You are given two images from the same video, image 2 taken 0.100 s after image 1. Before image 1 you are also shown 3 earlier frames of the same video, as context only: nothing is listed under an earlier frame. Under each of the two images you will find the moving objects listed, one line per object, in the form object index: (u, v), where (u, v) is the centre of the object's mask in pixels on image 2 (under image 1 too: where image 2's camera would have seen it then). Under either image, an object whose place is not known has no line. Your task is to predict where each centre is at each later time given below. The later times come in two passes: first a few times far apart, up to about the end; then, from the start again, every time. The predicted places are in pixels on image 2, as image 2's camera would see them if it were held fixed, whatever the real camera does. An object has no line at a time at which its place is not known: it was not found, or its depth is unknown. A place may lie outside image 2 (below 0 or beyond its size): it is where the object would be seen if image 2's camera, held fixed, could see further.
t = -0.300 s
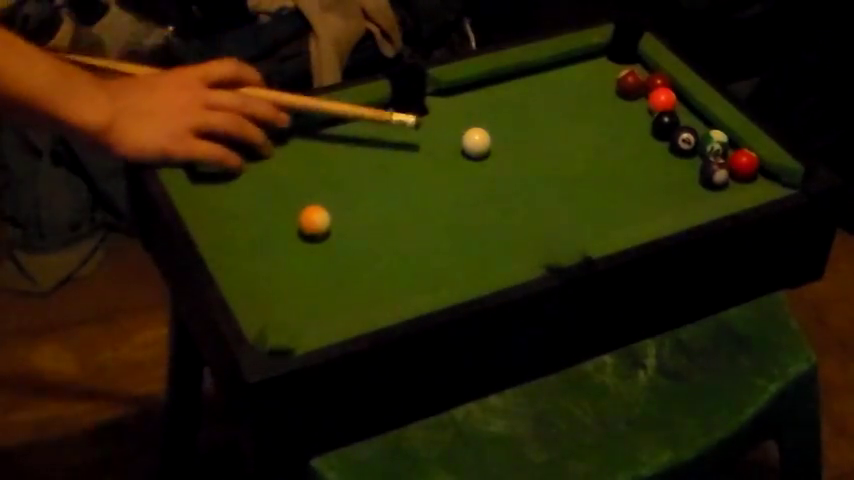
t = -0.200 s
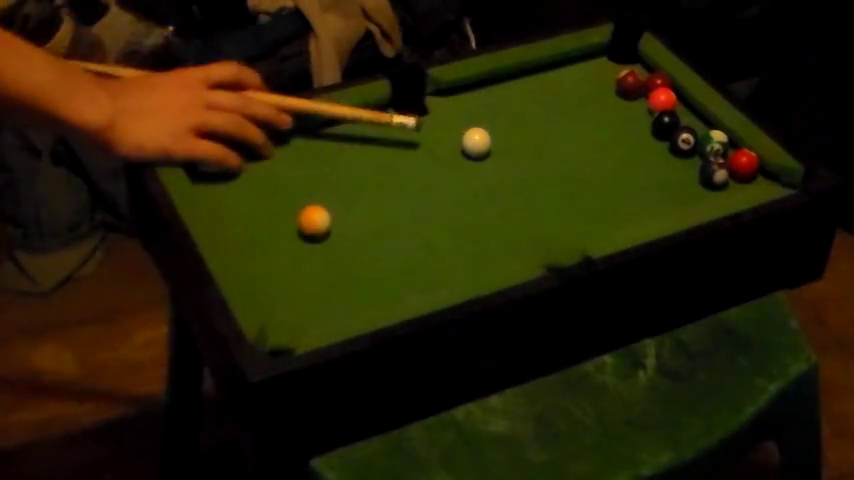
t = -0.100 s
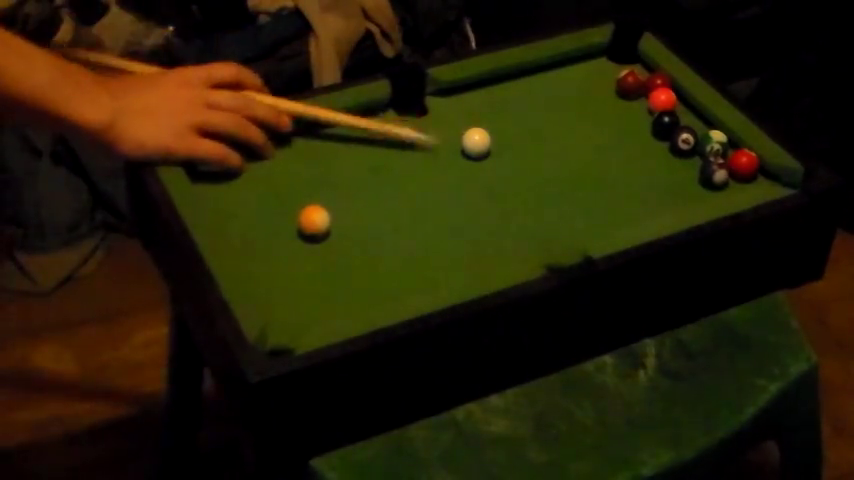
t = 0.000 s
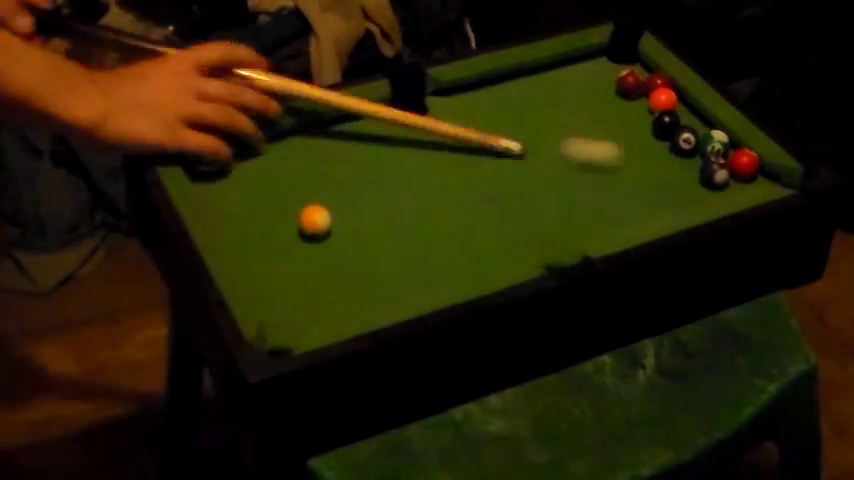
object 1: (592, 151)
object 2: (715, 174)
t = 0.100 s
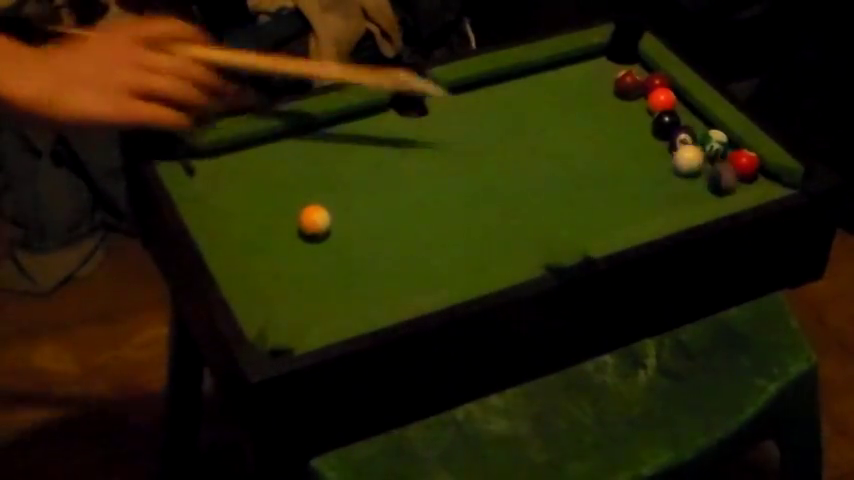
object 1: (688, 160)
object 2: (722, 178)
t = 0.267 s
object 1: (705, 159)
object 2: (718, 186)
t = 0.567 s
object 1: (705, 159)
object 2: (701, 187)
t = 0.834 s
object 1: (705, 159)
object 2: (702, 187)
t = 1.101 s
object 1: (705, 159)
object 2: (702, 186)
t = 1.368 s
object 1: (705, 159)
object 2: (702, 187)
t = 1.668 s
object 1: (705, 159)
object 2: (702, 187)
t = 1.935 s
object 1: (705, 159)
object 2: (702, 188)
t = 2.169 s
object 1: (705, 159)
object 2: (702, 188)
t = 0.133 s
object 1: (696, 158)
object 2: (730, 184)
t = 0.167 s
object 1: (703, 160)
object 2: (732, 183)
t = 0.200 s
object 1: (705, 160)
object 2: (728, 184)
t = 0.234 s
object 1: (705, 159)
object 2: (723, 185)
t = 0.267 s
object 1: (705, 159)
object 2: (718, 186)
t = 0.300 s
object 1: (705, 159)
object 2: (714, 186)
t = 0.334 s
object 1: (705, 159)
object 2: (713, 186)
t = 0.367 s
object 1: (705, 159)
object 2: (710, 186)
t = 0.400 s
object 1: (705, 159)
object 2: (707, 186)
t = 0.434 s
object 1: (705, 159)
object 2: (705, 186)
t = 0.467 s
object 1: (706, 159)
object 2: (704, 187)
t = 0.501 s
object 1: (706, 158)
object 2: (703, 187)
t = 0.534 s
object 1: (706, 159)
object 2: (702, 187)
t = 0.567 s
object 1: (705, 159)
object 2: (701, 187)
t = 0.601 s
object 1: (705, 159)
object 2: (701, 187)
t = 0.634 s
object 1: (705, 159)
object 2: (702, 186)
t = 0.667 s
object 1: (705, 159)
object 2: (702, 186)
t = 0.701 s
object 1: (705, 159)
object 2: (702, 186)
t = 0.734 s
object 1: (705, 159)
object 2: (702, 188)
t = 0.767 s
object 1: (705, 159)
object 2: (702, 188)
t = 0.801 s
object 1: (705, 159)
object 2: (702, 187)
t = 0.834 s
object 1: (705, 159)
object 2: (702, 187)
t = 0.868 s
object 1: (705, 159)
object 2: (702, 187)
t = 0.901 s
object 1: (705, 159)
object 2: (702, 187)
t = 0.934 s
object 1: (705, 158)
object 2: (702, 187)
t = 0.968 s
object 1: (705, 159)
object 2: (702, 185)
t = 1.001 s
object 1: (705, 159)
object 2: (702, 187)
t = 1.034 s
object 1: (705, 159)
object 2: (702, 186)
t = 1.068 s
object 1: (705, 159)
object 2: (702, 186)
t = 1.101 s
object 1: (705, 159)
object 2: (702, 186)
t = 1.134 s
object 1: (705, 159)
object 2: (702, 187)
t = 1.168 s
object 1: (705, 159)
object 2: (702, 186)
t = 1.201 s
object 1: (705, 159)
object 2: (702, 186)
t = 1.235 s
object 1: (705, 159)
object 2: (702, 186)
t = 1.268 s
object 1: (705, 159)
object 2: (702, 187)
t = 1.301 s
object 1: (705, 159)
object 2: (702, 187)
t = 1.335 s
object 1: (705, 159)
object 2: (702, 187)
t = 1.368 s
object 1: (705, 159)
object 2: (702, 187)
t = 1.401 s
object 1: (705, 159)
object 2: (702, 187)
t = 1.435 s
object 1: (705, 159)
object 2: (702, 187)
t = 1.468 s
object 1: (705, 159)
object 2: (702, 187)
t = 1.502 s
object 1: (705, 159)
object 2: (702, 186)
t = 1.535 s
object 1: (705, 159)
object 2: (702, 188)
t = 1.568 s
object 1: (705, 159)
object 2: (702, 187)
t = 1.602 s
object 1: (705, 159)
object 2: (702, 187)
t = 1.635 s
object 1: (705, 159)
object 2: (702, 187)
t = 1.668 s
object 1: (705, 159)
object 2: (702, 187)
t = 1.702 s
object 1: (705, 159)
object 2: (702, 188)
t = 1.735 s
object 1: (705, 159)
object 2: (702, 188)
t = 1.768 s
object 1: (705, 159)
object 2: (702, 188)
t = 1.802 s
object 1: (705, 159)
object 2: (702, 187)
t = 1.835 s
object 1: (705, 159)
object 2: (702, 187)
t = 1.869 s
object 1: (705, 159)
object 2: (702, 188)
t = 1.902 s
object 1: (705, 159)
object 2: (702, 188)
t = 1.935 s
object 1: (705, 159)
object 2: (702, 188)
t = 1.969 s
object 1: (705, 159)
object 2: (702, 188)
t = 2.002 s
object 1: (705, 159)
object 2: (702, 188)
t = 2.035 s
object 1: (705, 159)
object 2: (702, 188)
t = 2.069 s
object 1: (705, 158)
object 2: (703, 188)
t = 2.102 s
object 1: (705, 159)
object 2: (702, 188)
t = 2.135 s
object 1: (705, 159)
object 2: (702, 188)
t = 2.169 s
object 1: (705, 159)
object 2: (702, 188)
